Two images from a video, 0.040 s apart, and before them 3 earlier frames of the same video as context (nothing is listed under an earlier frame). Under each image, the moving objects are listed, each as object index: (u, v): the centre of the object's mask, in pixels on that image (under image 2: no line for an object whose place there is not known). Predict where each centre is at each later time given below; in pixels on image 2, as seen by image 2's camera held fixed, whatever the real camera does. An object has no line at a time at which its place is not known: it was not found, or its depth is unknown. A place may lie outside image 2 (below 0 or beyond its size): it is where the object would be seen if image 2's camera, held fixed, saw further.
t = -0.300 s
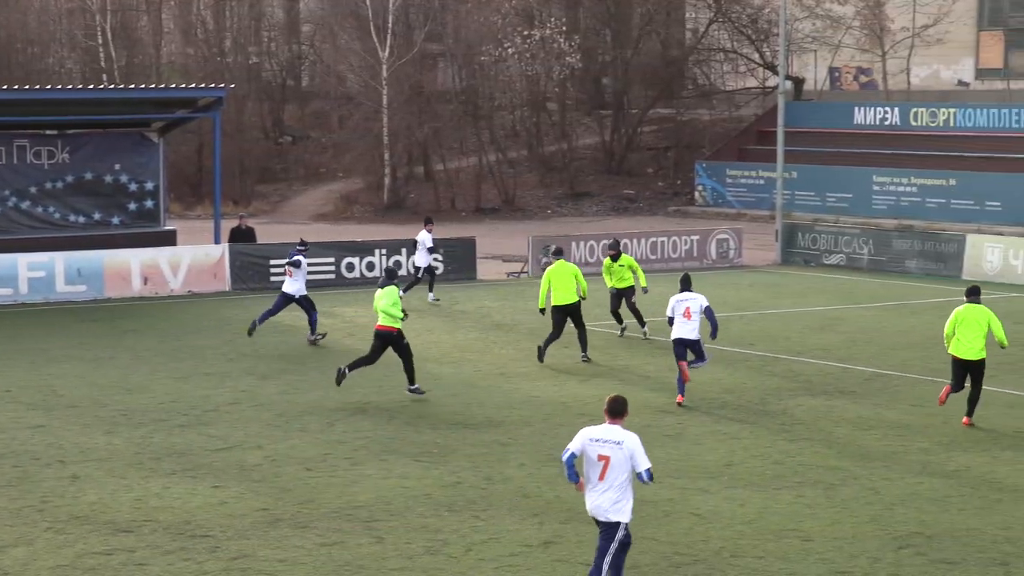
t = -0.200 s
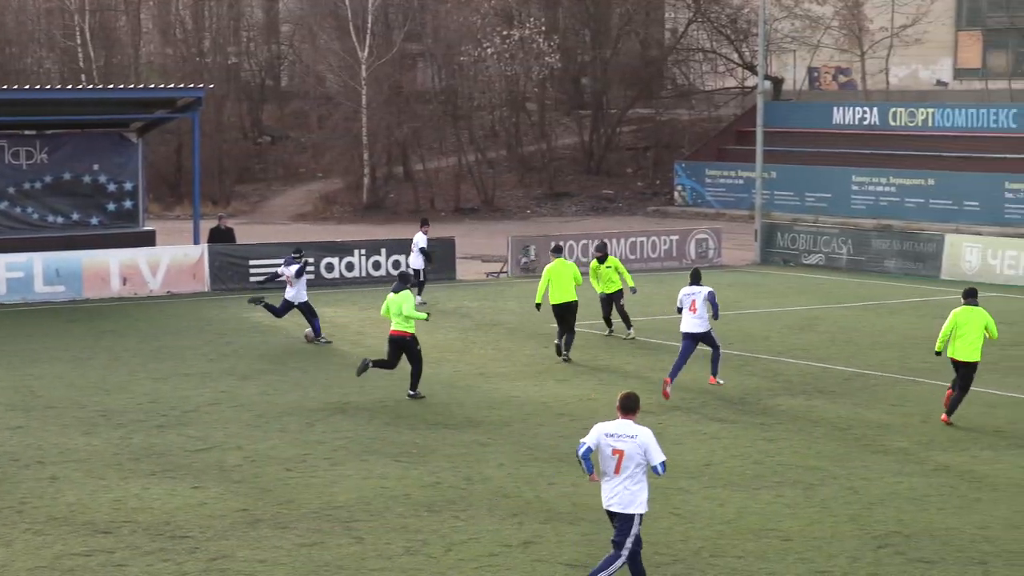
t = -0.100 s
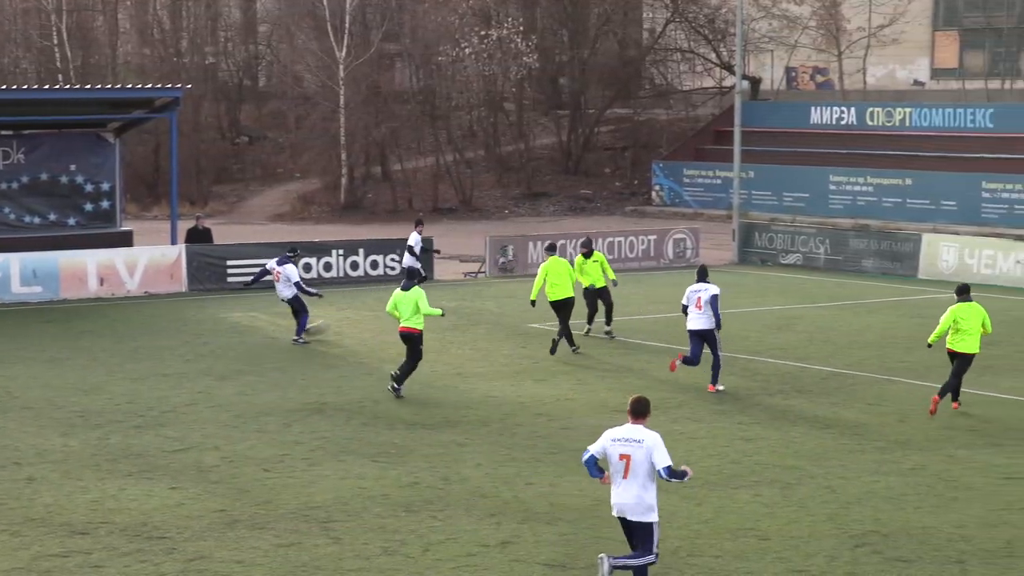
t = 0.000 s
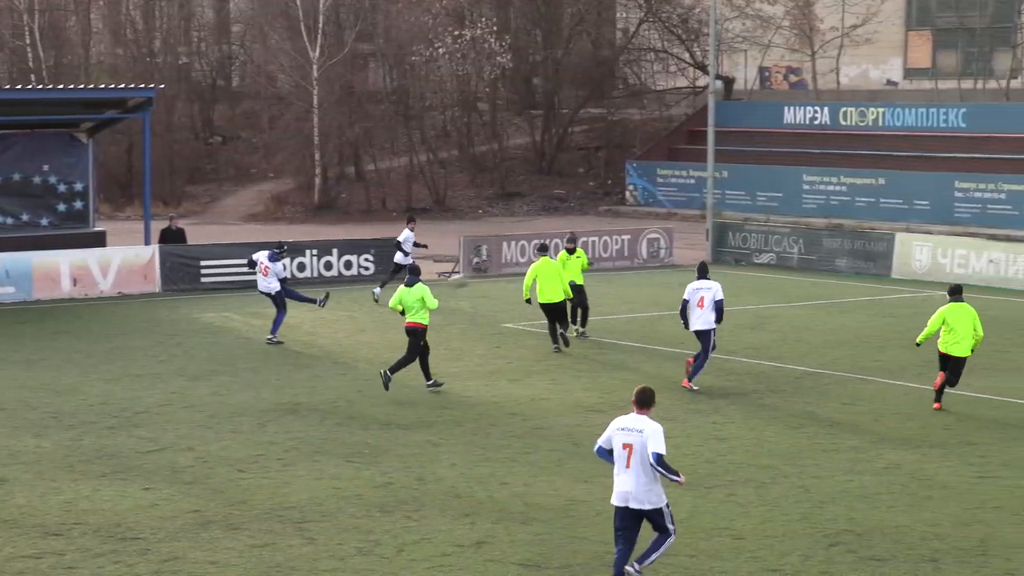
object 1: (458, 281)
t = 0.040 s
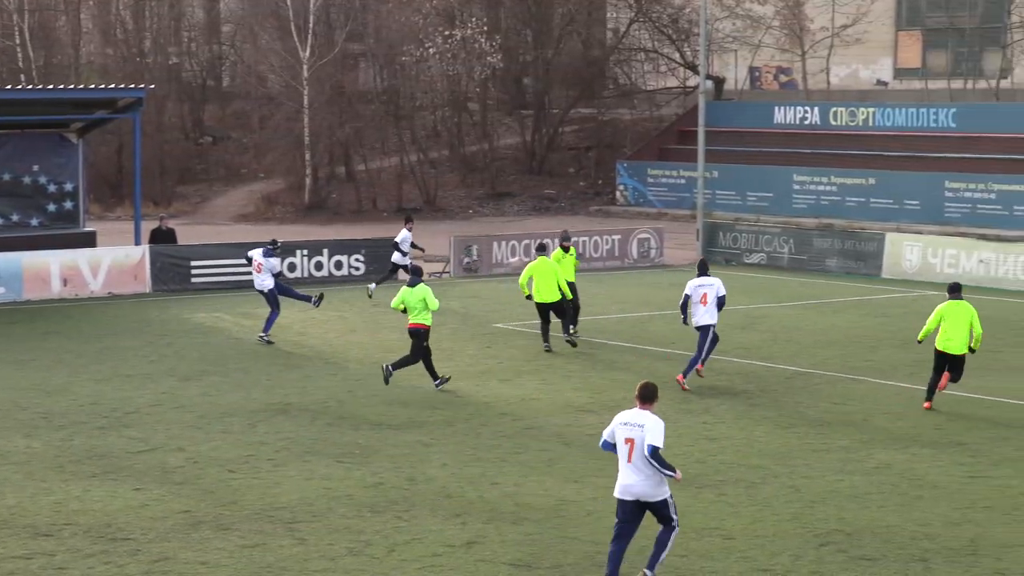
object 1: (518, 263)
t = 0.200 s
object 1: (770, 211)
